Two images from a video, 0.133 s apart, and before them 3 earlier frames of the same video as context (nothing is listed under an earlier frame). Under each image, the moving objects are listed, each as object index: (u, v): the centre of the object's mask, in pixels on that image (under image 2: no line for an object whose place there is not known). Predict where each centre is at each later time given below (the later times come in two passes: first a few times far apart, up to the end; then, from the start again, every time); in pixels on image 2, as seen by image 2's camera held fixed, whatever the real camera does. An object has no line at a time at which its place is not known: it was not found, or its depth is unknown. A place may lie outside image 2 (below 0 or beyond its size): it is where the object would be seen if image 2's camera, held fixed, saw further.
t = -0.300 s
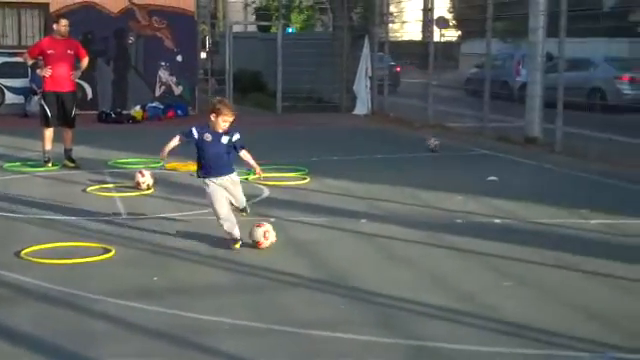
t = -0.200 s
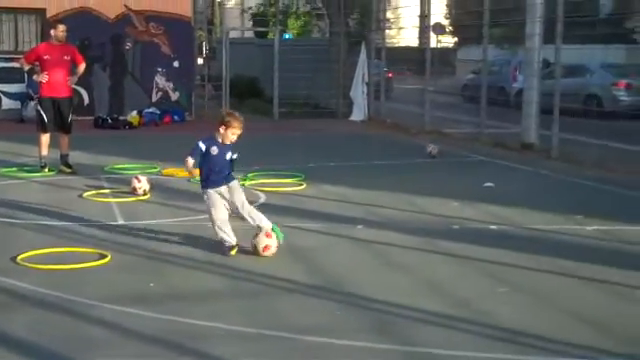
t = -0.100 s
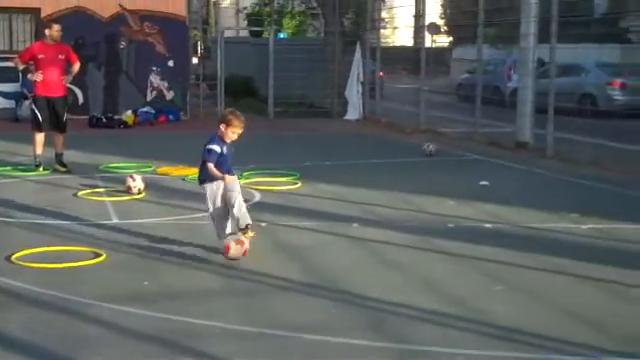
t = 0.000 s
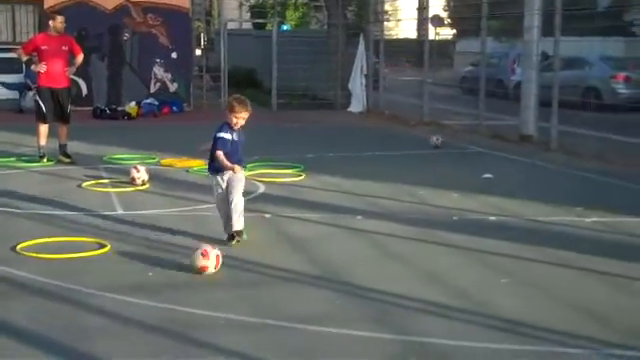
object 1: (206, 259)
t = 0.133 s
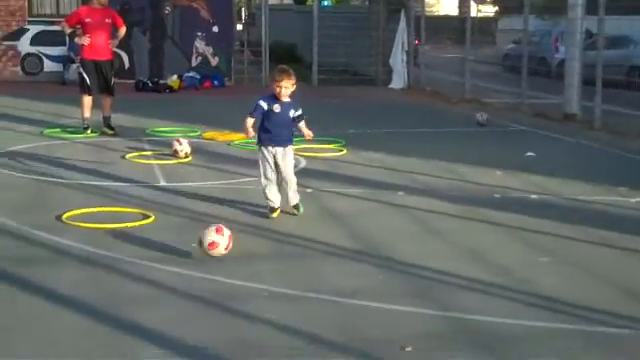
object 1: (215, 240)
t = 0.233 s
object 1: (188, 259)
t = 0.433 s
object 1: (115, 292)
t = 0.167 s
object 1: (207, 247)
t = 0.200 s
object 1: (199, 256)
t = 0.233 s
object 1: (188, 259)
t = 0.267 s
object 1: (176, 262)
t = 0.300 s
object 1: (164, 267)
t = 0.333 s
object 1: (154, 273)
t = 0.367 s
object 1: (141, 283)
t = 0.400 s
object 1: (129, 289)
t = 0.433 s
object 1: (115, 292)
